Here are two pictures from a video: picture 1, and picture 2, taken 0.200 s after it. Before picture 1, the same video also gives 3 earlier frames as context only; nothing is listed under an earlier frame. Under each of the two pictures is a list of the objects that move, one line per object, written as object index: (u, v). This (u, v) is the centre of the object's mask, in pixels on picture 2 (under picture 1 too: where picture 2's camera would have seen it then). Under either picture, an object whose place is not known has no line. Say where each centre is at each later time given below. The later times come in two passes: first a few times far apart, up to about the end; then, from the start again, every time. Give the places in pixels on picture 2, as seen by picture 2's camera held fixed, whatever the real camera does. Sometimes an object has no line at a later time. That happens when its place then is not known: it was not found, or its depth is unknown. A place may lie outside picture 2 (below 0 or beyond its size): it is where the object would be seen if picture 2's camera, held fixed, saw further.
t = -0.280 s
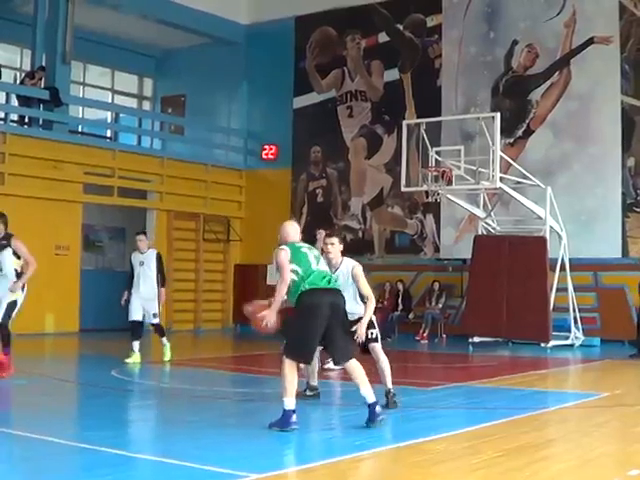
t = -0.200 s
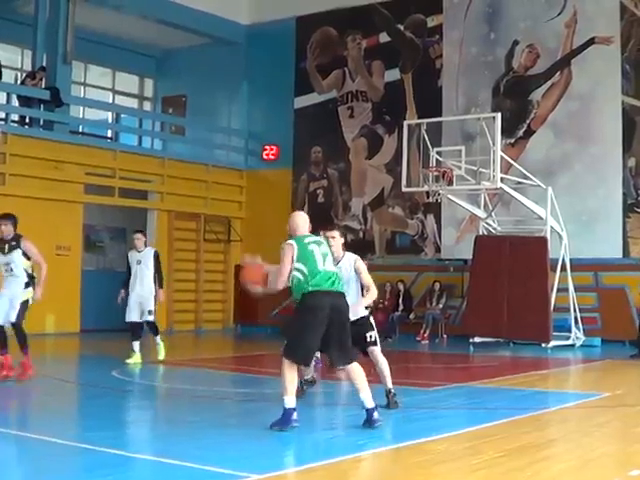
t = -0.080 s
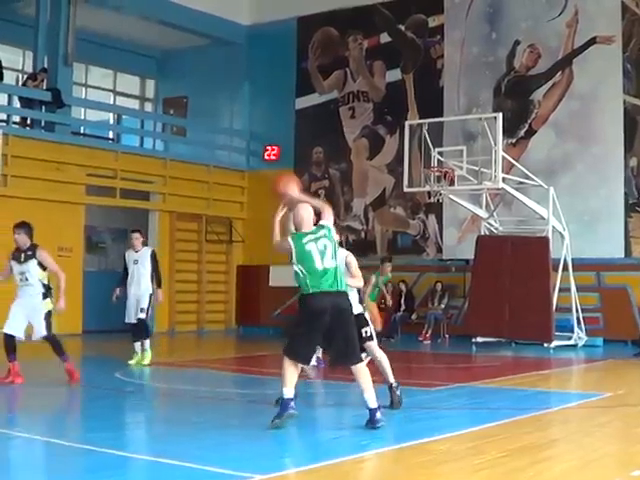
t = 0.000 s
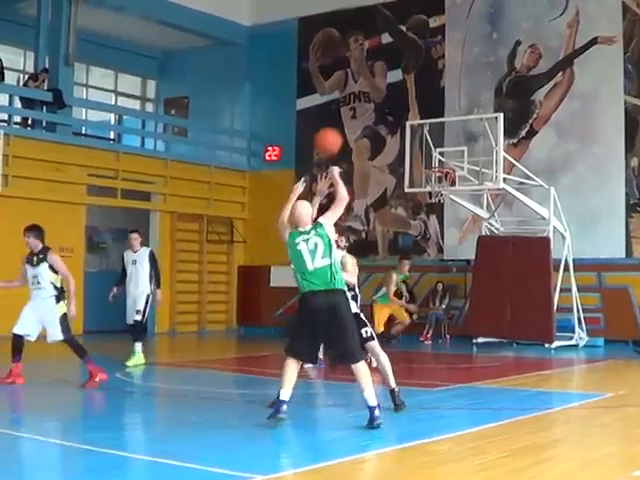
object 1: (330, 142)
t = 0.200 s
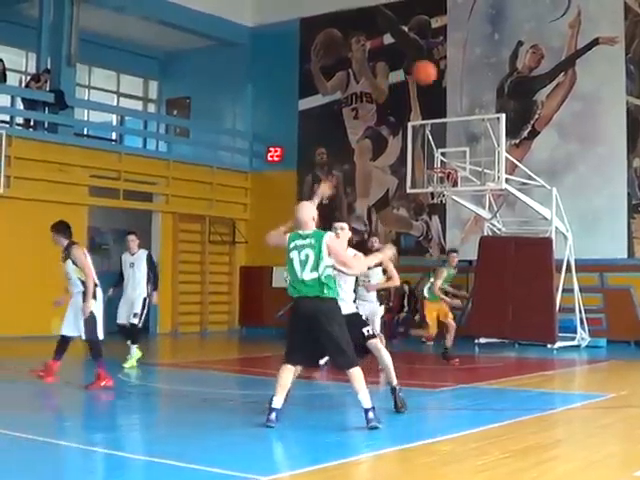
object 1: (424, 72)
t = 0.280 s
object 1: (457, 58)
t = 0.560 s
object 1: (555, 58)
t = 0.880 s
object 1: (646, 130)
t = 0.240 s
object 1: (440, 65)
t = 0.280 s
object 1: (457, 58)
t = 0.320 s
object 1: (472, 54)
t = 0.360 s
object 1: (488, 51)
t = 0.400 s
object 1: (501, 49)
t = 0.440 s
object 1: (516, 49)
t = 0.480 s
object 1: (530, 51)
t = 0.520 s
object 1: (542, 53)
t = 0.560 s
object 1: (555, 58)
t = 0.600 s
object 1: (568, 63)
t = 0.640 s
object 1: (579, 70)
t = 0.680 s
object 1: (591, 77)
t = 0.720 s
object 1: (602, 86)
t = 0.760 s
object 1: (612, 95)
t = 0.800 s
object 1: (624, 106)
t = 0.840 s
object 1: (635, 118)
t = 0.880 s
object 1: (646, 130)
